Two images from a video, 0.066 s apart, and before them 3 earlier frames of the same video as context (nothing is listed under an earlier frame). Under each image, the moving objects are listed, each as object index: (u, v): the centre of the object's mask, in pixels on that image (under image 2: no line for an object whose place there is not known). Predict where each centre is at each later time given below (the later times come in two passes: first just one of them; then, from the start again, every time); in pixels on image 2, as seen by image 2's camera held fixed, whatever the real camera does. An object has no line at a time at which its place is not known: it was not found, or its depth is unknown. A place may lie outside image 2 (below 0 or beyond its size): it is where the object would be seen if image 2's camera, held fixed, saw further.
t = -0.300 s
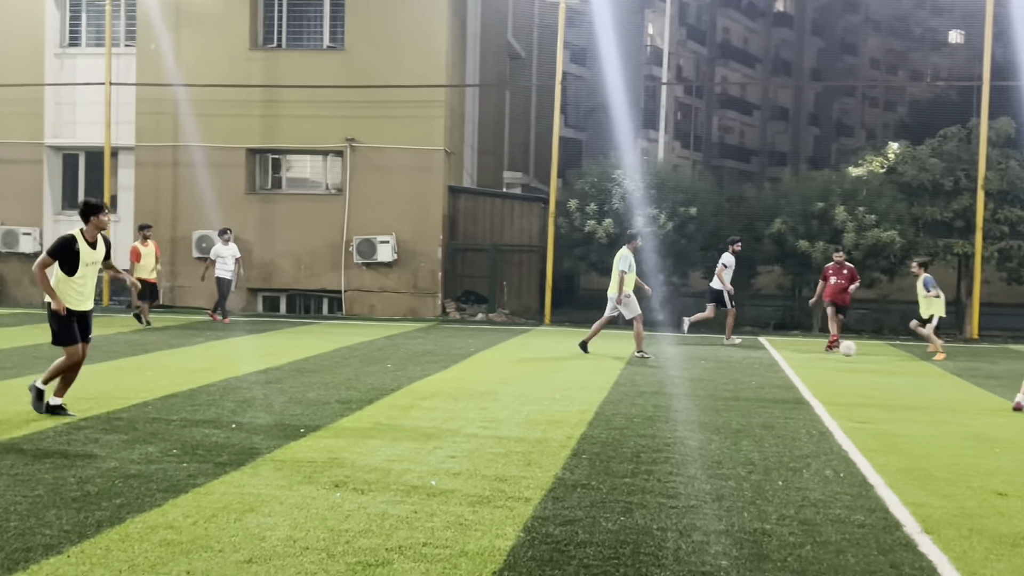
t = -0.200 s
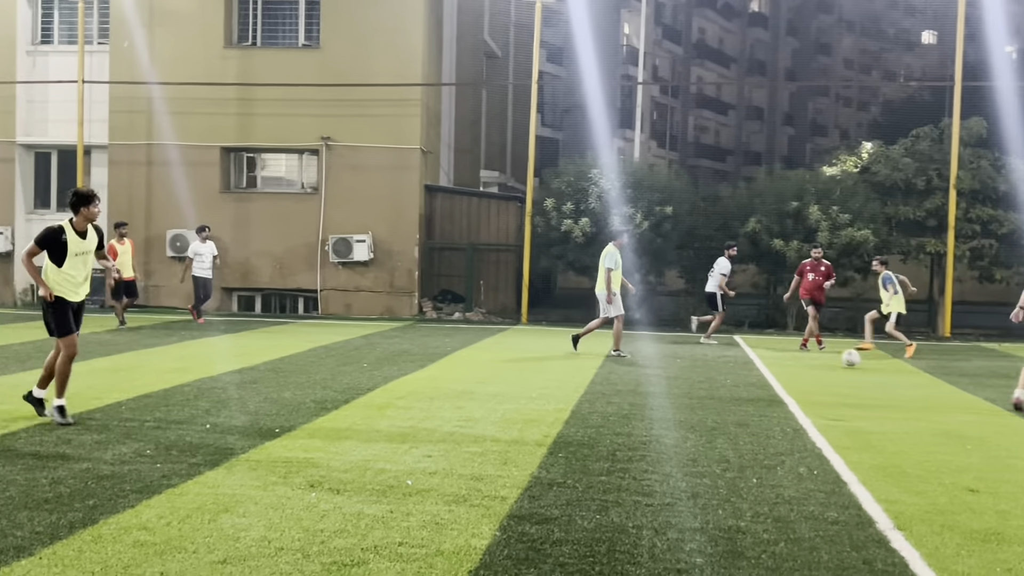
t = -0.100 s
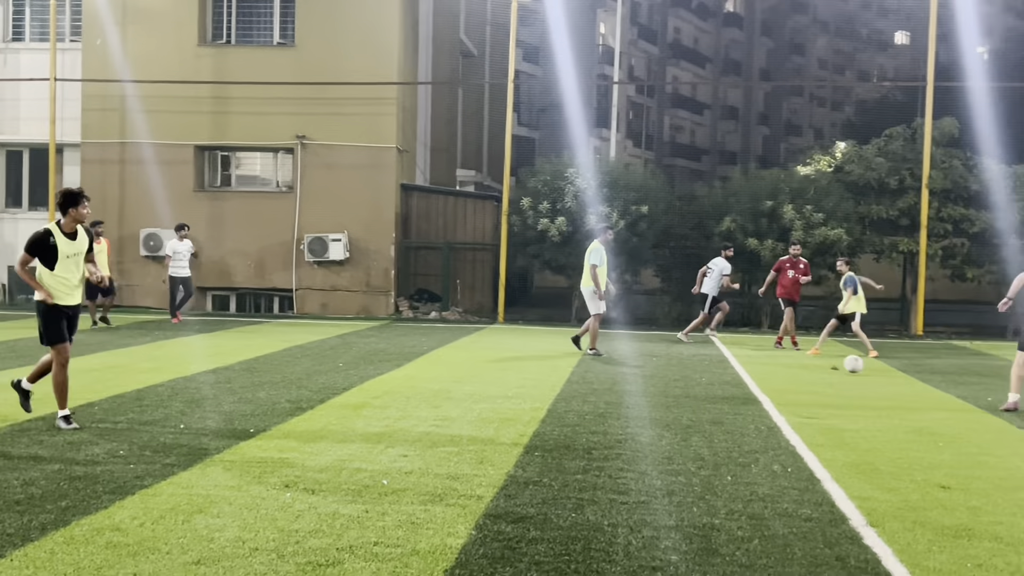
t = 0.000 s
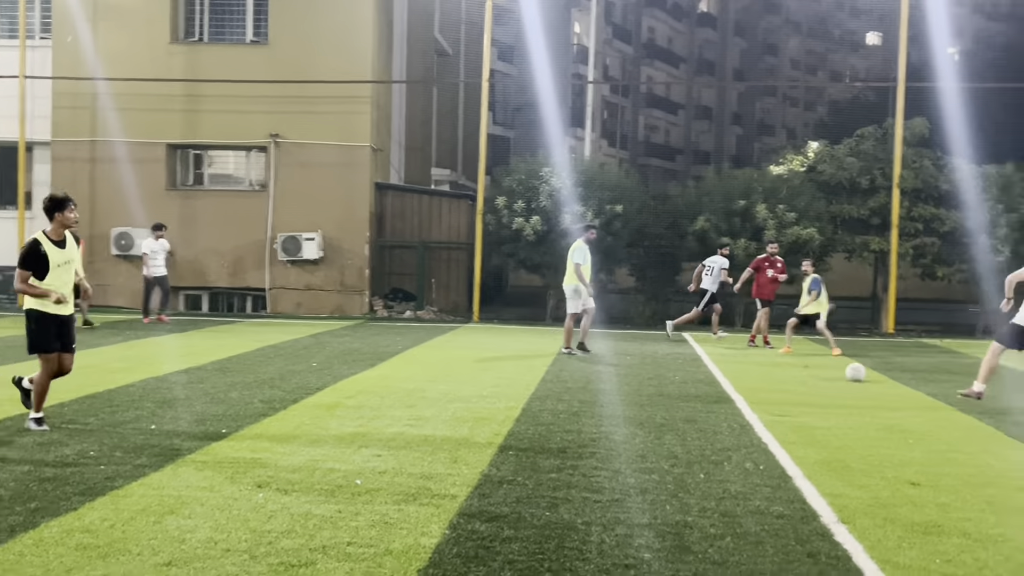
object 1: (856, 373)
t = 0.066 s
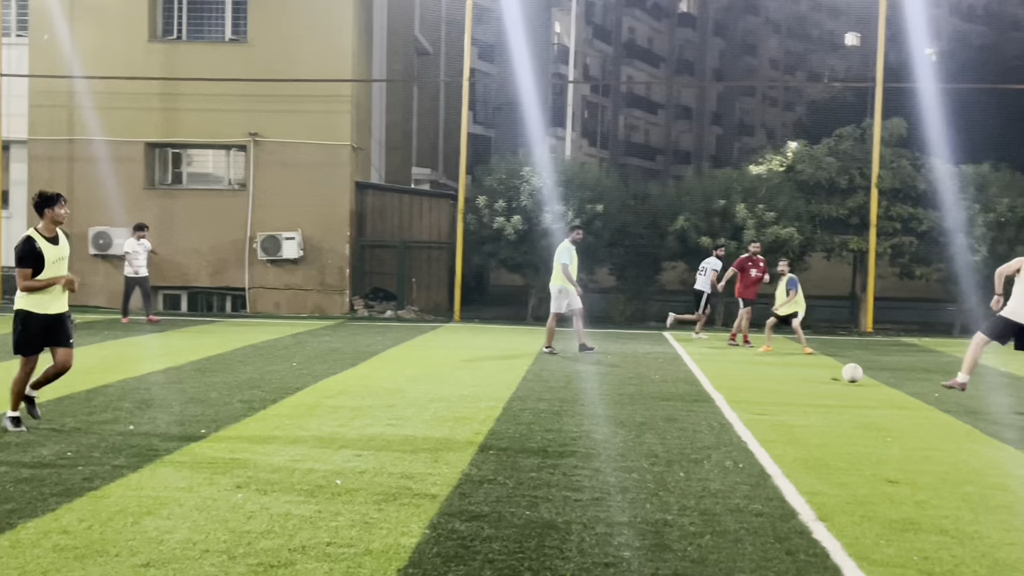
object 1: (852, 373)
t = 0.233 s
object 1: (901, 387)
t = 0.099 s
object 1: (861, 375)
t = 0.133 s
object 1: (872, 379)
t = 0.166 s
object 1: (881, 383)
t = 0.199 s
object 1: (890, 385)
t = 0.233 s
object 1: (901, 387)
